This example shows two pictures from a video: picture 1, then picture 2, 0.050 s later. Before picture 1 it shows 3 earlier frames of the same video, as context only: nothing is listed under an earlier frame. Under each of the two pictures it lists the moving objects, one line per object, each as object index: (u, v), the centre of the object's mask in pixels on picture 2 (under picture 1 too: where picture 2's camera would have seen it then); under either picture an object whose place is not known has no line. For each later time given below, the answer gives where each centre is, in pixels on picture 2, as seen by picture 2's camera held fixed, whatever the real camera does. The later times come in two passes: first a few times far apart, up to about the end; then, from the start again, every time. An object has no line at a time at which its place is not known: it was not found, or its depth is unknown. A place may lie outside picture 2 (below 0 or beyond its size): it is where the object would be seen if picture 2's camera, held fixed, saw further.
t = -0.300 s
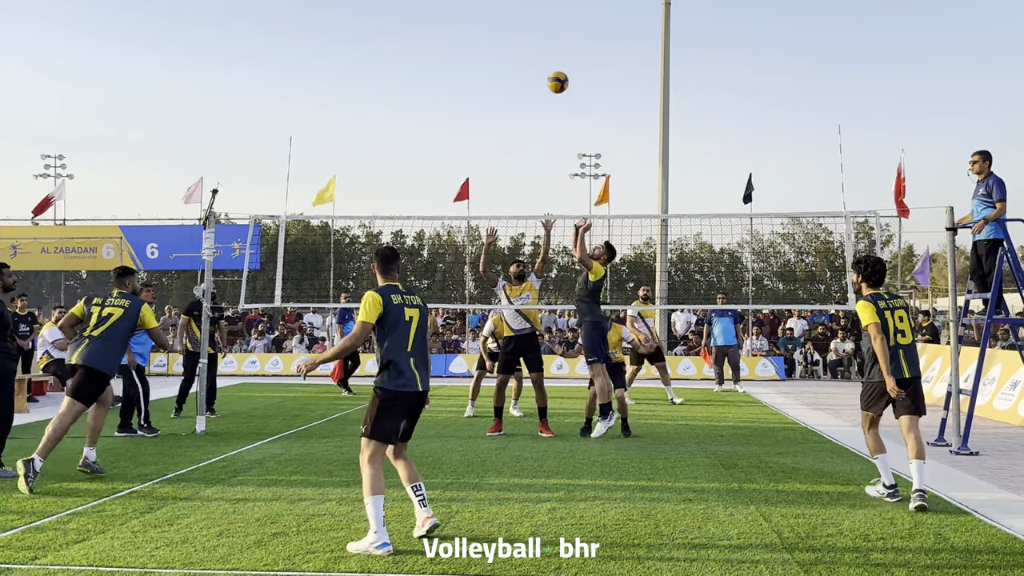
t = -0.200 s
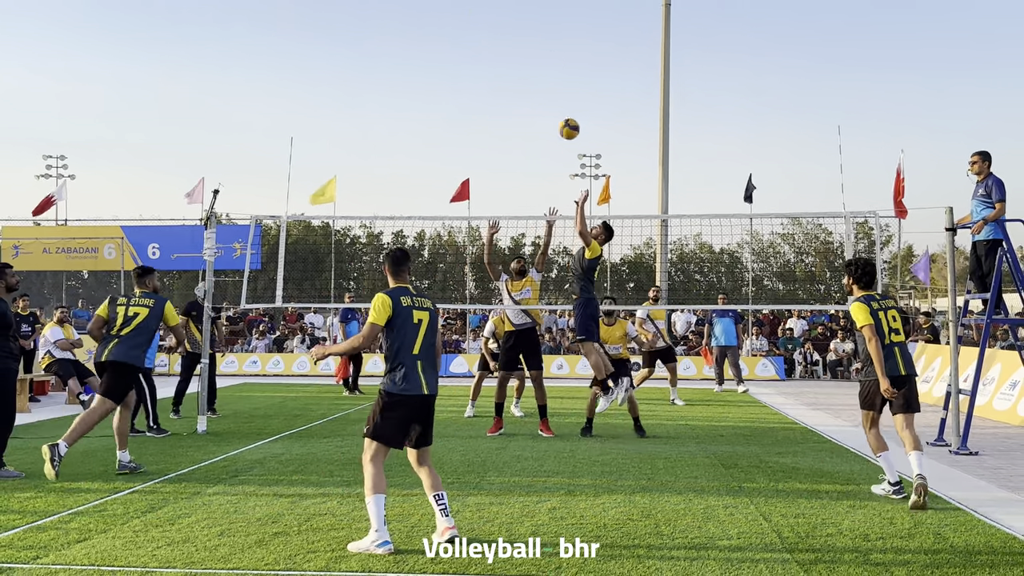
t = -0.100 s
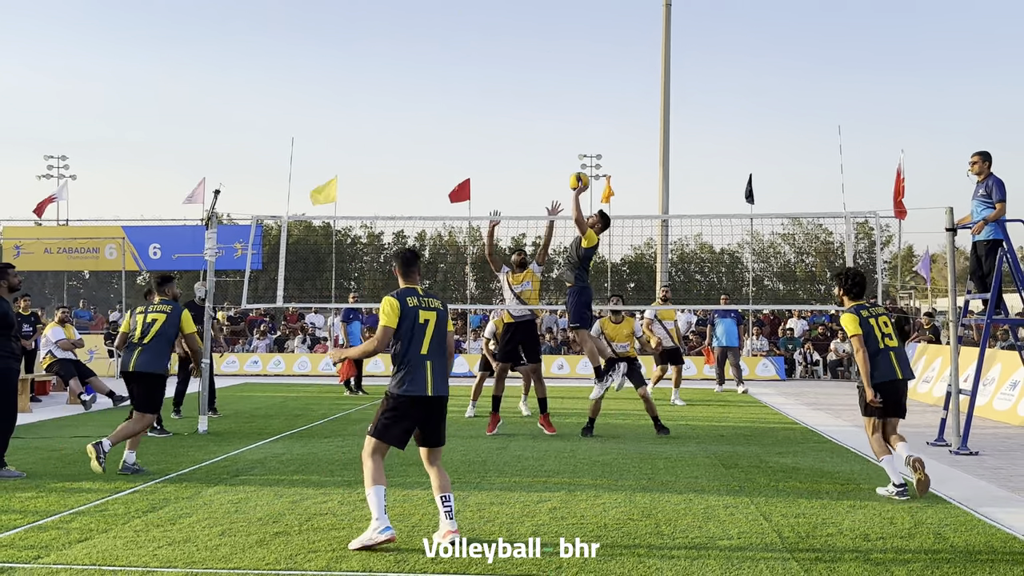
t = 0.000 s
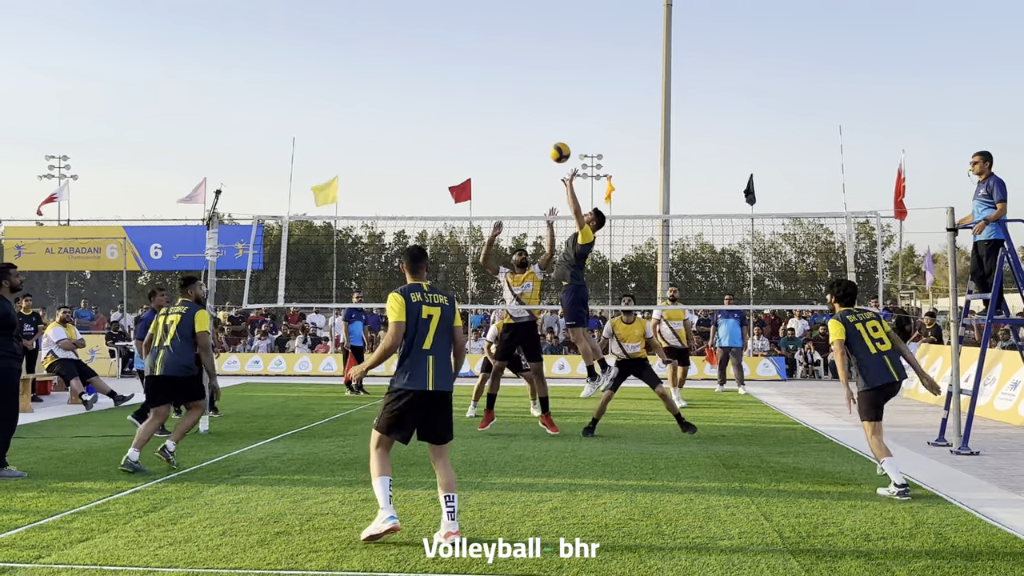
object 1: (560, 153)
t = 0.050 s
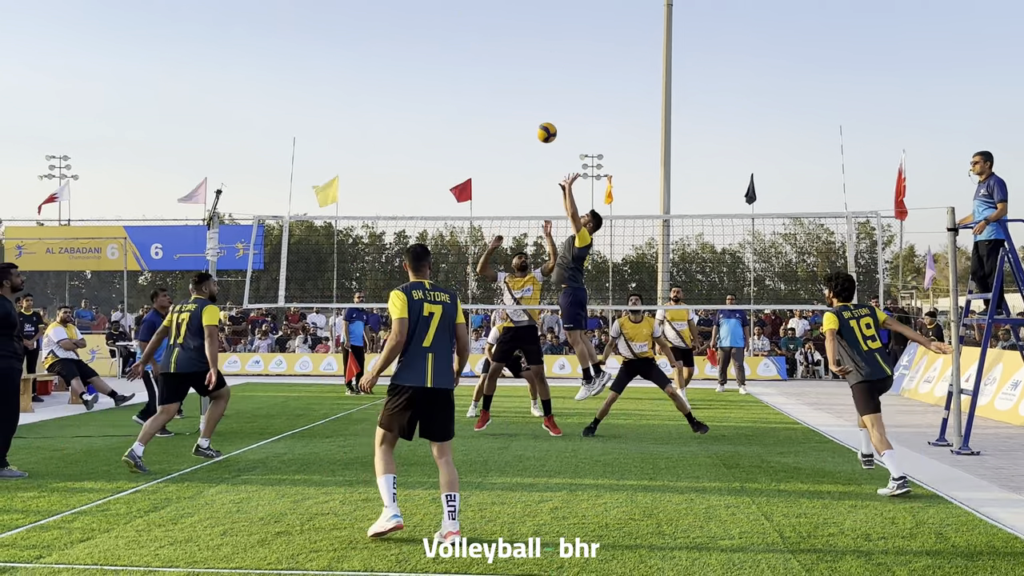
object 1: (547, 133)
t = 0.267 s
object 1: (487, 74)
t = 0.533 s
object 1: (415, 63)
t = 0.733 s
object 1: (362, 98)
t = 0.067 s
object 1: (542, 126)
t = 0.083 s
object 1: (537, 121)
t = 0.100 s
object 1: (533, 115)
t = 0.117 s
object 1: (528, 110)
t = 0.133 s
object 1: (523, 105)
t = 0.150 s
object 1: (519, 100)
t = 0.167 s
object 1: (514, 95)
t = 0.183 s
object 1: (510, 91)
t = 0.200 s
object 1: (505, 87)
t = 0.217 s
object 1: (500, 83)
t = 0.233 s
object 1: (496, 80)
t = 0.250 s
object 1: (491, 77)
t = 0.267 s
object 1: (487, 74)
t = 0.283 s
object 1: (482, 71)
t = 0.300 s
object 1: (478, 69)
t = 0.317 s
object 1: (474, 67)
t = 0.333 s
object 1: (469, 65)
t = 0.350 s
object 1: (464, 63)
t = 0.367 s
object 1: (460, 62)
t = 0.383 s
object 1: (456, 61)
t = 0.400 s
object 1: (451, 60)
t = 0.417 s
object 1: (447, 59)
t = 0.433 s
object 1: (442, 59)
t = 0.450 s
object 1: (438, 59)
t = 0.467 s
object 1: (433, 59)
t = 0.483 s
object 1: (429, 60)
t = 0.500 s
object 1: (424, 60)
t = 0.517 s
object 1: (420, 62)
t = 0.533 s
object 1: (415, 63)
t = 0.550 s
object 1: (411, 64)
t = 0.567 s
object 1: (406, 66)
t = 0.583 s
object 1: (402, 68)
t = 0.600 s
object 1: (398, 70)
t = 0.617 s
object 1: (393, 73)
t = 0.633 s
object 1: (389, 76)
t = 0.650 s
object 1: (384, 79)
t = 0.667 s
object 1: (380, 82)
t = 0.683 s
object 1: (375, 86)
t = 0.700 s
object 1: (371, 90)
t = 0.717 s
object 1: (366, 94)
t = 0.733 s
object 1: (362, 98)
